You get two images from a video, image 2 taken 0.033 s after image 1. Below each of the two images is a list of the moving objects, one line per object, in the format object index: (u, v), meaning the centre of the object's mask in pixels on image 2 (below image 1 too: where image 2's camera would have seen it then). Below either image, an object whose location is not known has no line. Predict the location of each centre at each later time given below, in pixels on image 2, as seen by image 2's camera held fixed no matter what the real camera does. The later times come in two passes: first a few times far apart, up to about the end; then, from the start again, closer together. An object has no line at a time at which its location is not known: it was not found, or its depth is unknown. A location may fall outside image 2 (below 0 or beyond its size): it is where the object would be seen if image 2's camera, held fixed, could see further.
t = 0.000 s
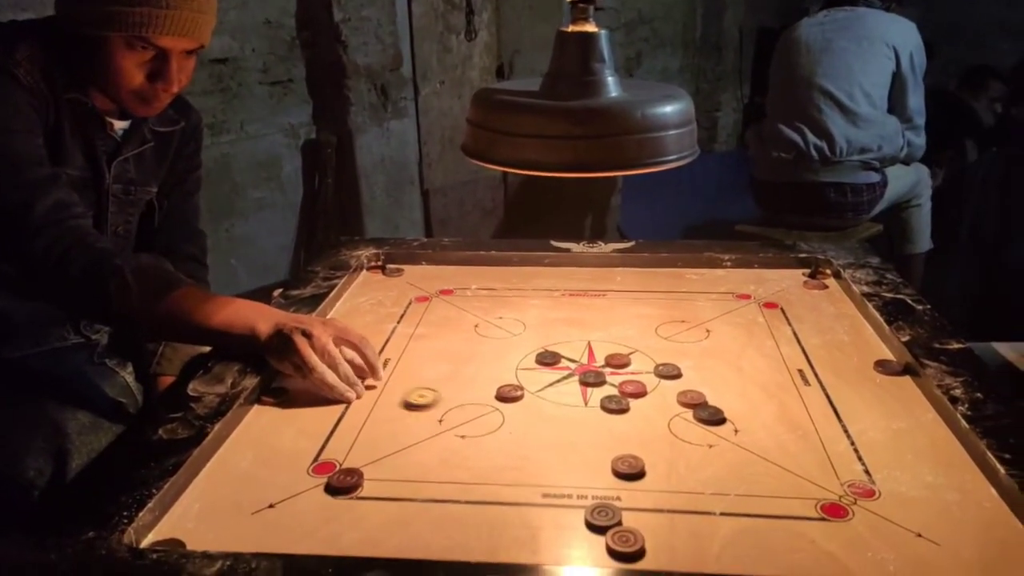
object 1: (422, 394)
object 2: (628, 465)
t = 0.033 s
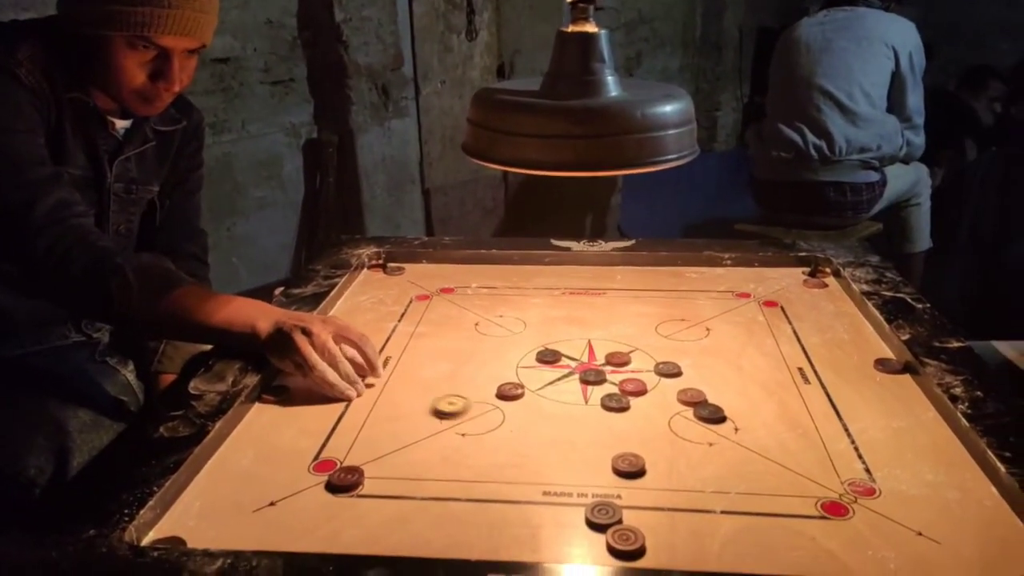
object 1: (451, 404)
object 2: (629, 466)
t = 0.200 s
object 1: (594, 450)
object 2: (629, 466)
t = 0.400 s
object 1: (659, 467)
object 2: (855, 548)
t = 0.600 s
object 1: (675, 470)
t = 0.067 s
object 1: (479, 414)
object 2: (629, 466)
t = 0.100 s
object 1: (522, 428)
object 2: (629, 466)
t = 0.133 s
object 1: (551, 437)
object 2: (629, 466)
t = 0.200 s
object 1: (594, 450)
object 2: (629, 466)
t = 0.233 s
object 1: (609, 454)
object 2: (665, 478)
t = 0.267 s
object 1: (621, 457)
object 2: (703, 493)
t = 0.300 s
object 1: (633, 460)
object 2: (742, 508)
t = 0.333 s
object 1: (643, 463)
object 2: (780, 521)
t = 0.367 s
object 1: (652, 465)
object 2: (818, 535)
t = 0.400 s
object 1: (659, 467)
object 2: (855, 548)
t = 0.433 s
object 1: (665, 468)
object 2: (890, 560)
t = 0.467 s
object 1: (668, 469)
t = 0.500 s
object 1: (675, 470)
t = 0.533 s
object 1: (675, 470)
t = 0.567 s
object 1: (675, 470)
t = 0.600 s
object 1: (675, 470)
